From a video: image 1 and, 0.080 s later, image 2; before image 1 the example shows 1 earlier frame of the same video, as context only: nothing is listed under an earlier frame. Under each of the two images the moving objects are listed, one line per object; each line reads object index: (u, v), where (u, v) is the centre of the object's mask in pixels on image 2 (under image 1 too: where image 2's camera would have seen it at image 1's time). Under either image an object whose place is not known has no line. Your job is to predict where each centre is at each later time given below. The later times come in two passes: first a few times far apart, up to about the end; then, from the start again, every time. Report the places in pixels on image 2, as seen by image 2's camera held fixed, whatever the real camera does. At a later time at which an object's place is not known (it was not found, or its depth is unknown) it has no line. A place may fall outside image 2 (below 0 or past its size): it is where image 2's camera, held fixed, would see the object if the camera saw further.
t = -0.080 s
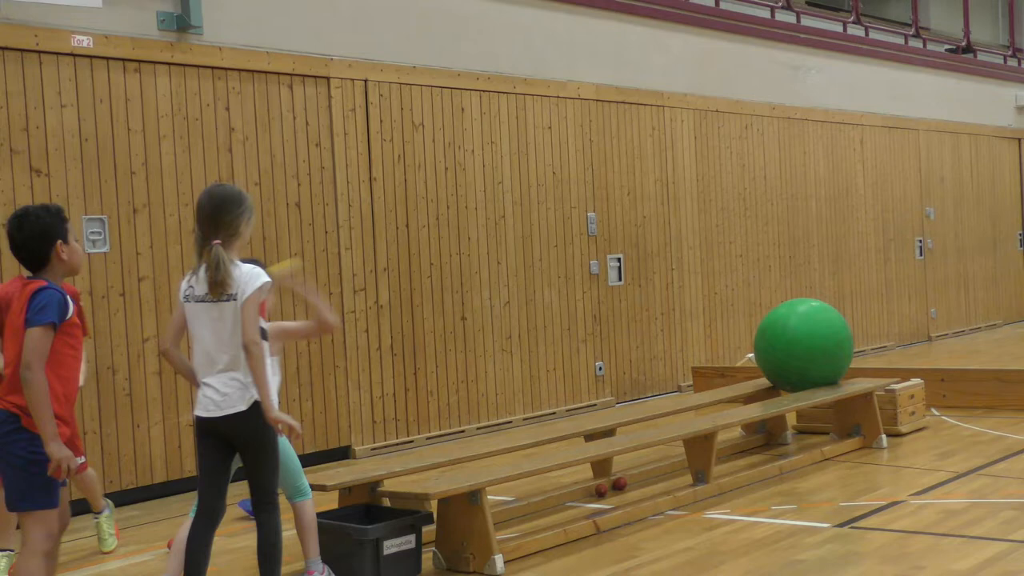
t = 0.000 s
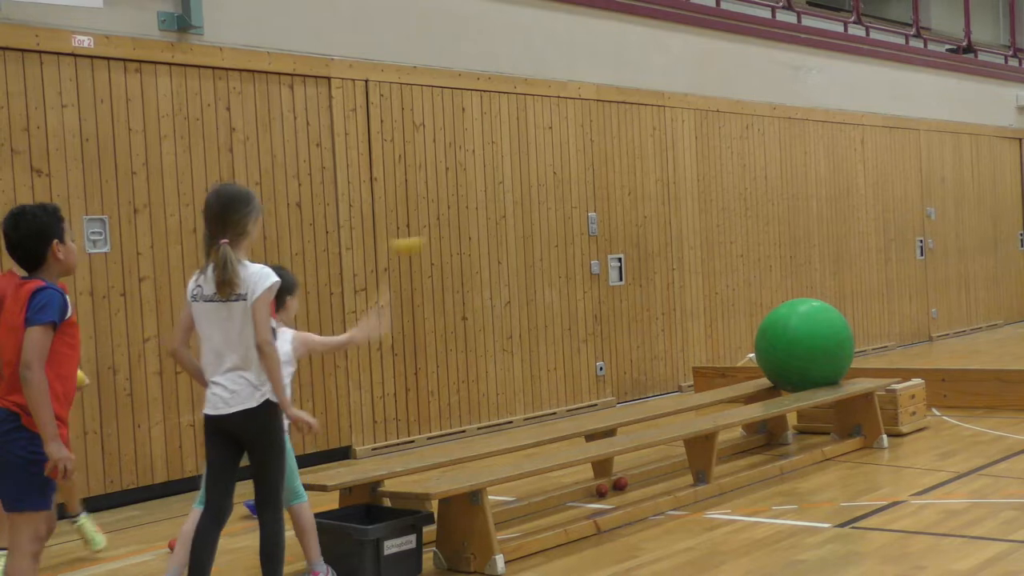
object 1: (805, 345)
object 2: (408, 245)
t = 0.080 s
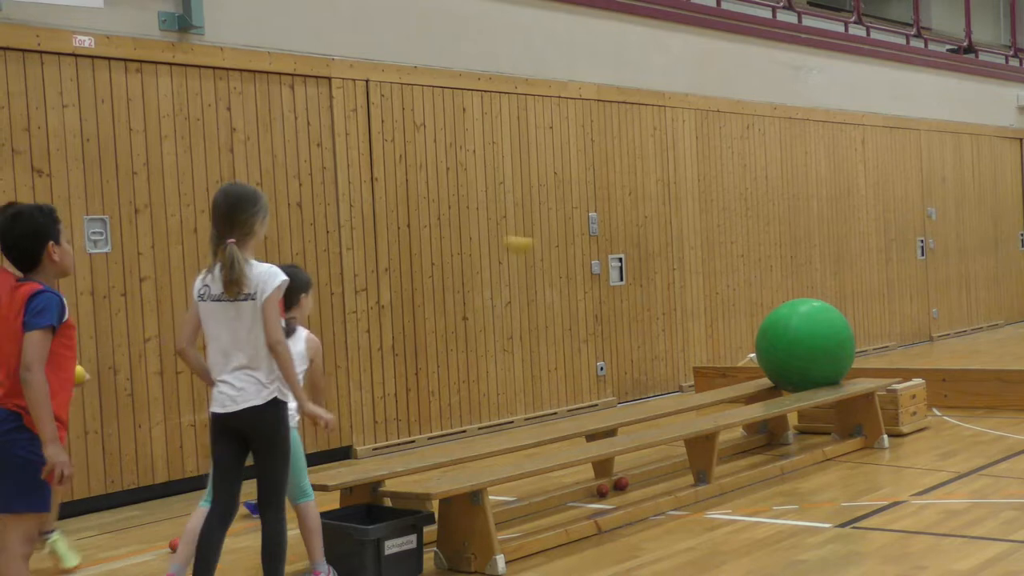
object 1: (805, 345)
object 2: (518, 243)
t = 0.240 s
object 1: (805, 345)
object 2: (690, 275)
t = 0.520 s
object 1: (818, 343)
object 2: (755, 274)
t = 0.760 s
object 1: (834, 341)
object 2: (665, 229)
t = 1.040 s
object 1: (852, 345)
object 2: (534, 335)
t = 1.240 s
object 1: (862, 344)
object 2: (417, 448)
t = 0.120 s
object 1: (805, 345)
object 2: (566, 246)
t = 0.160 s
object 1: (805, 345)
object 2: (610, 252)
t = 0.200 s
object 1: (805, 345)
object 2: (651, 264)
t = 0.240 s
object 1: (805, 345)
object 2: (690, 275)
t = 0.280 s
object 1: (805, 345)
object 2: (725, 292)
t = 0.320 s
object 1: (805, 345)
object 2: (760, 307)
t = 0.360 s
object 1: (805, 345)
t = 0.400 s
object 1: (808, 346)
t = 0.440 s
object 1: (813, 347)
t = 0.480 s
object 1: (816, 345)
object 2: (769, 290)
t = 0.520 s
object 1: (818, 343)
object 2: (755, 274)
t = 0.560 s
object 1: (822, 341)
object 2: (741, 258)
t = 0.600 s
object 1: (825, 341)
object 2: (726, 248)
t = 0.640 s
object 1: (828, 341)
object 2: (712, 237)
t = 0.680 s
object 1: (830, 341)
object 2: (695, 231)
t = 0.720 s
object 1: (832, 341)
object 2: (680, 229)
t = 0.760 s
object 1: (834, 341)
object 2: (665, 229)
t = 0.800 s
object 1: (837, 341)
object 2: (649, 230)
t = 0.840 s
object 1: (839, 343)
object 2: (631, 236)
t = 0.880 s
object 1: (841, 344)
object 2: (613, 248)
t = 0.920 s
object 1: (844, 345)
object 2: (595, 263)
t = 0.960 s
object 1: (846, 346)
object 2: (574, 280)
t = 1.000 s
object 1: (849, 345)
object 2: (554, 304)
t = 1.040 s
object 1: (852, 345)
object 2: (534, 335)
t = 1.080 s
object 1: (854, 347)
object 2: (513, 369)
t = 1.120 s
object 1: (857, 349)
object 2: (489, 411)
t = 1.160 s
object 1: (860, 350)
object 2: (462, 465)
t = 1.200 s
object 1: (861, 348)
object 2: (441, 458)
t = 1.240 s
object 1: (862, 344)
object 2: (417, 448)
